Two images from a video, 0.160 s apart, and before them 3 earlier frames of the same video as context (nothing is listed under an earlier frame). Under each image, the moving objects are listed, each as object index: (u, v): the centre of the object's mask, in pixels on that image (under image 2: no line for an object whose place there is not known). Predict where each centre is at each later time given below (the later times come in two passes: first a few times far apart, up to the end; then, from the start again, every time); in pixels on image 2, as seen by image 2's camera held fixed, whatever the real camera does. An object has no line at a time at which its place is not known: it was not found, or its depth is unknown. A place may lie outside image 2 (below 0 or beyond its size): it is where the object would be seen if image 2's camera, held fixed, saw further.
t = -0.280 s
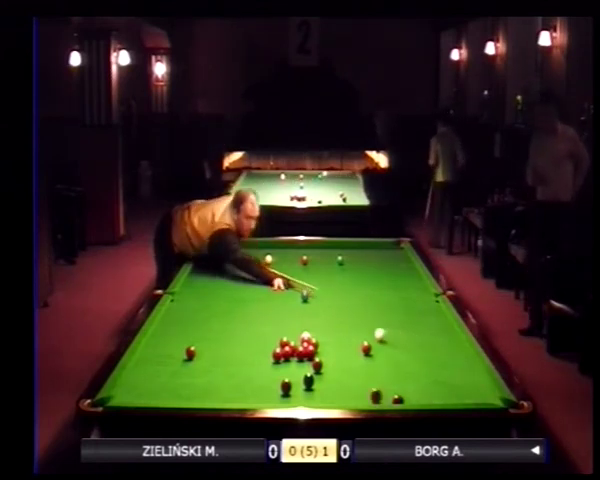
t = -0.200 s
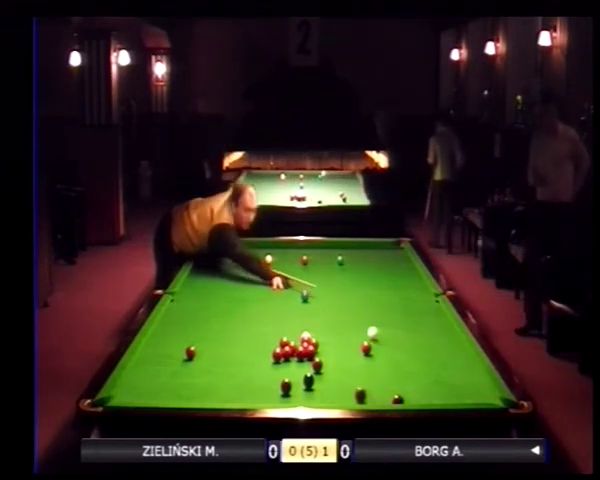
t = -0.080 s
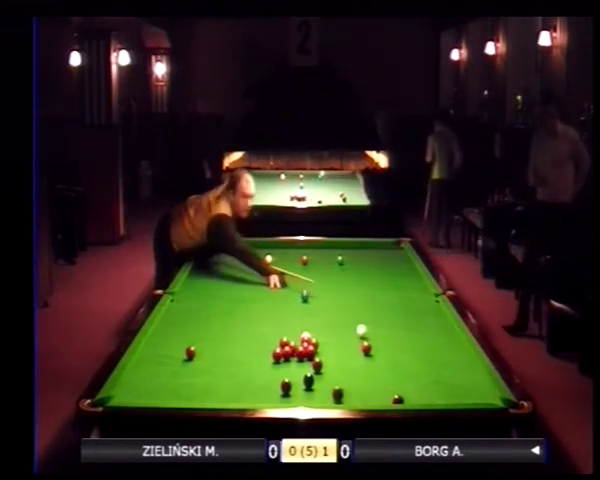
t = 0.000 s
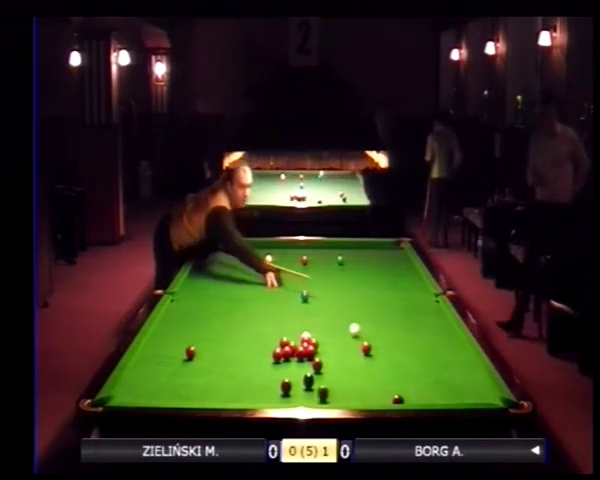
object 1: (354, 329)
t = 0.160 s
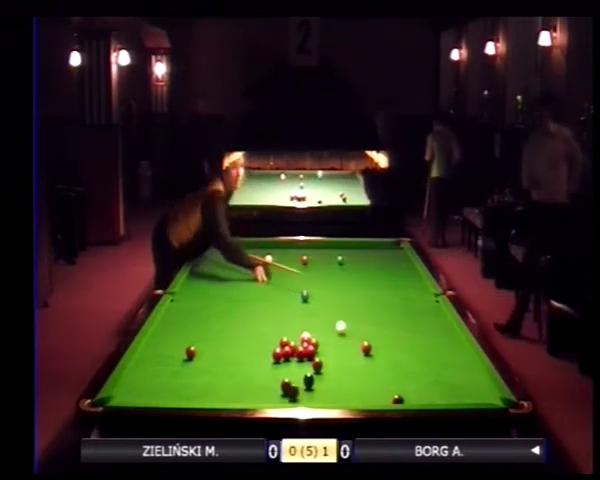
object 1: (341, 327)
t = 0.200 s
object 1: (338, 327)
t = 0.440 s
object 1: (319, 323)
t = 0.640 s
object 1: (303, 321)
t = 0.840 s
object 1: (289, 318)
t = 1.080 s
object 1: (273, 316)
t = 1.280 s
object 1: (260, 313)
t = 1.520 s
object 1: (246, 311)
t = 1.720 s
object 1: (235, 309)
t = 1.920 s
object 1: (225, 307)
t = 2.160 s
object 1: (213, 305)
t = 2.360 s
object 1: (204, 303)
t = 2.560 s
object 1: (195, 302)
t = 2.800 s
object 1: (186, 300)
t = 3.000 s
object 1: (178, 299)
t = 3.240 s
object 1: (178, 298)
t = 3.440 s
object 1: (181, 297)
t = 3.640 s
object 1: (185, 296)
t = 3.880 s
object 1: (188, 295)
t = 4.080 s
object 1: (190, 294)
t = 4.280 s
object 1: (192, 293)
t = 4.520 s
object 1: (194, 293)
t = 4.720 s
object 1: (195, 293)
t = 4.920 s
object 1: (195, 292)
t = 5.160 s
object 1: (196, 292)
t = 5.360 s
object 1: (196, 292)
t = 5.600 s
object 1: (196, 292)
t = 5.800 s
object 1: (195, 292)
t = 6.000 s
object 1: (195, 292)
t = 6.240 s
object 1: (195, 292)
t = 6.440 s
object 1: (195, 293)
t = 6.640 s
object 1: (195, 292)
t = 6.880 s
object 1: (195, 293)
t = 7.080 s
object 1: (195, 293)
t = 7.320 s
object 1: (195, 293)
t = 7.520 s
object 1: (195, 293)
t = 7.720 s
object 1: (195, 292)
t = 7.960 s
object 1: (195, 292)
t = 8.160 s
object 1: (195, 292)
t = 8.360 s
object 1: (195, 292)
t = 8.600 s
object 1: (195, 293)
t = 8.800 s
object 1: (195, 292)
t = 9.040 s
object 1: (195, 292)
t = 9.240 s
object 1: (195, 292)
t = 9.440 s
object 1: (195, 292)
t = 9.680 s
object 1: (195, 293)
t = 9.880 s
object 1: (195, 293)
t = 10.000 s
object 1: (195, 293)
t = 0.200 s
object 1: (338, 327)
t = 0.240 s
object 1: (334, 326)
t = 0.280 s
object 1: (331, 326)
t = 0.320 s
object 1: (328, 325)
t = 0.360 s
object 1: (324, 324)
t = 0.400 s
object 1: (321, 324)
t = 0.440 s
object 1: (319, 323)
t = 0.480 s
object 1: (315, 322)
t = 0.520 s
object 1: (312, 322)
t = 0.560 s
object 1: (309, 322)
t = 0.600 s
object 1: (306, 321)
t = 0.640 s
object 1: (303, 321)
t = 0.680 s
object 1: (300, 320)
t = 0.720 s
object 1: (297, 319)
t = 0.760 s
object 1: (294, 319)
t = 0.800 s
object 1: (292, 319)
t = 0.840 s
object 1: (289, 318)
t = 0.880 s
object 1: (286, 318)
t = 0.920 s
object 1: (284, 317)
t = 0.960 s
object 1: (281, 317)
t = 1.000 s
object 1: (278, 317)
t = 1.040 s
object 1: (276, 316)
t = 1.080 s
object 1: (273, 316)
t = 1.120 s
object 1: (270, 315)
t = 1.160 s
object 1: (268, 315)
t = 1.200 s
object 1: (265, 314)
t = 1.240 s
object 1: (262, 314)
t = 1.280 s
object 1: (260, 313)
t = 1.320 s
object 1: (258, 313)
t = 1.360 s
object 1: (256, 312)
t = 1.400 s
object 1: (253, 312)
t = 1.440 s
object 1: (251, 311)
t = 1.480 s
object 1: (248, 311)
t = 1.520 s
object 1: (246, 311)
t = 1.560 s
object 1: (244, 310)
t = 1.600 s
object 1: (241, 310)
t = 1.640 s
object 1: (239, 310)
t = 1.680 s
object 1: (237, 309)
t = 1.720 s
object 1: (235, 309)
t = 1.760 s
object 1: (233, 308)
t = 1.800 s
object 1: (231, 308)
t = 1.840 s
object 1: (229, 308)
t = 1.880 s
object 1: (226, 308)
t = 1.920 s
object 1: (225, 307)
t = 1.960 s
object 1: (222, 307)
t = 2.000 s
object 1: (220, 306)
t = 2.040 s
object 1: (218, 306)
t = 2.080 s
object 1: (216, 306)
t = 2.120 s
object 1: (215, 305)
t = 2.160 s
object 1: (213, 305)
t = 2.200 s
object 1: (211, 304)
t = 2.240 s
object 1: (209, 304)
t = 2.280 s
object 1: (207, 304)
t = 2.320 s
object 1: (205, 303)
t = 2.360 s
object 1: (204, 303)
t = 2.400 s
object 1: (202, 303)
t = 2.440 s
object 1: (200, 303)
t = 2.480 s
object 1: (198, 302)
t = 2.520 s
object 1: (197, 302)
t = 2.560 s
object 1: (195, 302)
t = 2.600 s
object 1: (193, 302)
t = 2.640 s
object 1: (192, 301)
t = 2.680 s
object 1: (190, 301)
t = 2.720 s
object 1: (189, 301)
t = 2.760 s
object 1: (187, 300)
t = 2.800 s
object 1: (186, 300)
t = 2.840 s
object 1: (184, 300)
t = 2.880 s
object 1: (183, 300)
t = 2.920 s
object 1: (181, 299)
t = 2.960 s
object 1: (179, 299)
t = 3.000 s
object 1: (178, 299)
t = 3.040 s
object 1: (176, 299)
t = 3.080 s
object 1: (176, 298)
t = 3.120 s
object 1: (176, 298)
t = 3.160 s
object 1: (177, 298)
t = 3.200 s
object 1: (177, 298)
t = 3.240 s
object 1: (178, 298)
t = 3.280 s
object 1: (179, 297)
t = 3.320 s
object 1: (180, 297)
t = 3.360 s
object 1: (180, 297)
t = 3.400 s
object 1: (181, 297)
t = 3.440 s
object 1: (181, 297)
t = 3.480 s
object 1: (182, 297)
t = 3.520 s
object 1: (182, 297)
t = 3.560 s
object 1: (183, 296)
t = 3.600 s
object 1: (184, 296)
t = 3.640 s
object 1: (185, 296)
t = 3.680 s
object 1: (185, 296)
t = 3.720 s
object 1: (186, 296)
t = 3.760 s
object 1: (186, 295)
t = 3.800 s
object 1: (187, 295)
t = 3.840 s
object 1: (187, 295)
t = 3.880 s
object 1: (188, 295)
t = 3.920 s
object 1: (189, 295)
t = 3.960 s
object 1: (189, 295)
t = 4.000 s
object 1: (189, 294)
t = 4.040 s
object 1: (190, 294)
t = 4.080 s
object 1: (190, 294)
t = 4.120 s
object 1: (190, 294)
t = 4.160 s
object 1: (191, 294)
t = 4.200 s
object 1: (191, 294)
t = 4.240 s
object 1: (192, 293)
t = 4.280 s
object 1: (192, 293)
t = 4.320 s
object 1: (192, 293)
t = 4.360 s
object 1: (193, 293)
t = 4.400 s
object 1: (193, 293)
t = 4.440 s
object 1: (193, 293)
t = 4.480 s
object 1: (193, 293)
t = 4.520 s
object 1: (194, 293)
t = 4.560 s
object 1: (194, 293)
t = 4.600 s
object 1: (194, 293)
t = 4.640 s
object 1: (195, 293)
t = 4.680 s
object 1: (195, 293)
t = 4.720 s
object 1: (195, 293)
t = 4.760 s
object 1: (195, 293)
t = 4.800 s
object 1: (195, 293)
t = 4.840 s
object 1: (195, 293)
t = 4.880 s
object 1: (195, 292)
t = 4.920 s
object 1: (195, 292)
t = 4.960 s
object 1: (196, 292)
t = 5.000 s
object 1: (196, 292)
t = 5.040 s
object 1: (196, 292)
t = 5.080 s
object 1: (196, 292)
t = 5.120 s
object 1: (196, 292)
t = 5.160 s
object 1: (196, 292)
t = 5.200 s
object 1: (196, 292)
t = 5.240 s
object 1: (196, 292)
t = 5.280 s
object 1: (196, 292)
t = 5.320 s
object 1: (196, 292)
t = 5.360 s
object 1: (196, 292)
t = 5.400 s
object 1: (196, 292)
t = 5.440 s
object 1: (196, 292)
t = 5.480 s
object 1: (196, 292)
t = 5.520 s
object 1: (196, 292)
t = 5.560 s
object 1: (196, 292)
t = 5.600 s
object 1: (196, 292)
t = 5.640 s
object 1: (196, 292)
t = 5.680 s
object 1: (195, 292)
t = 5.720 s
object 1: (195, 292)
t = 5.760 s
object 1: (195, 292)
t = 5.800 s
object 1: (195, 292)
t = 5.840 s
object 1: (195, 292)
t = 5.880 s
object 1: (195, 292)
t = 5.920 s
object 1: (195, 292)
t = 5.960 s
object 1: (195, 292)
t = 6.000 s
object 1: (195, 292)
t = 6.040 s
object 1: (195, 292)
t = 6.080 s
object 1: (195, 292)
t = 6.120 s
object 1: (195, 292)
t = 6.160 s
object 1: (195, 292)
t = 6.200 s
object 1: (195, 293)
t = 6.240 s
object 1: (195, 292)
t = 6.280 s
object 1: (195, 292)
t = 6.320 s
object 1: (195, 292)
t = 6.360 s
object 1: (195, 293)
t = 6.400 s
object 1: (195, 293)
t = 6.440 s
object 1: (195, 293)
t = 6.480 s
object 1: (195, 292)
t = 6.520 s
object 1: (195, 293)
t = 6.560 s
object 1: (195, 293)
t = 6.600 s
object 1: (195, 293)
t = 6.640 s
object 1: (195, 292)
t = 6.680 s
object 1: (195, 293)
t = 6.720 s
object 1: (195, 293)
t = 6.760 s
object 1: (195, 293)
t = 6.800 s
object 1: (195, 293)
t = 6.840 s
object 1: (195, 292)
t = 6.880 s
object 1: (195, 293)
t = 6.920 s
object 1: (195, 293)
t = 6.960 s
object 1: (195, 293)
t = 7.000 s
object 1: (195, 293)
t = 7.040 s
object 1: (195, 293)
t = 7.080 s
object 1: (195, 293)
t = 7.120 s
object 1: (195, 293)
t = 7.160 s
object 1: (195, 293)
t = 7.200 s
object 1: (195, 293)
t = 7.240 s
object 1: (195, 293)
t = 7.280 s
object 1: (195, 293)
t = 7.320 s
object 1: (195, 293)
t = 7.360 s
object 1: (195, 292)
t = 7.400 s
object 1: (195, 292)
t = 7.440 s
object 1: (195, 293)
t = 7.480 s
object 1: (195, 292)
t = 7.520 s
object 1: (195, 293)
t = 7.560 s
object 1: (195, 292)
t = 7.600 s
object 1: (195, 292)
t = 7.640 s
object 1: (195, 292)
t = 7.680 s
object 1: (195, 292)
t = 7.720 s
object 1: (195, 292)
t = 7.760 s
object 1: (195, 292)
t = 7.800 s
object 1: (195, 292)
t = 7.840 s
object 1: (195, 293)
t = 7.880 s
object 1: (195, 292)
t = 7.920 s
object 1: (195, 292)
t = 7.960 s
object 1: (195, 292)
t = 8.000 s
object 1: (195, 292)
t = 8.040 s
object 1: (195, 292)
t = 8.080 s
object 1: (196, 292)
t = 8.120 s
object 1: (195, 292)
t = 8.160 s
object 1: (195, 292)
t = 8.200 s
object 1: (195, 292)
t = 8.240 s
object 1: (195, 292)
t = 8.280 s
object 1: (195, 292)
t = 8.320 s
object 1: (195, 292)
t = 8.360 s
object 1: (195, 292)
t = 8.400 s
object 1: (195, 292)
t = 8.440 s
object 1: (195, 292)
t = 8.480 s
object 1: (195, 292)
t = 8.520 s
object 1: (195, 292)
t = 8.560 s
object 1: (195, 292)
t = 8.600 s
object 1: (195, 293)
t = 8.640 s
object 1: (195, 292)
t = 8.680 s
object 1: (195, 292)
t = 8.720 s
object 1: (195, 292)
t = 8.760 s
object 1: (196, 292)
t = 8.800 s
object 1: (195, 292)
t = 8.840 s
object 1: (195, 292)
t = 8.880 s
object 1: (195, 292)
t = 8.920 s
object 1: (195, 292)
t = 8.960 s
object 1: (195, 292)
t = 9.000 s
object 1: (195, 293)
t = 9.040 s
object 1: (195, 292)
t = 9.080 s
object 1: (195, 293)
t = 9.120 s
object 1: (195, 293)
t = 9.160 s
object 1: (195, 292)
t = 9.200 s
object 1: (195, 292)
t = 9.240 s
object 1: (195, 292)
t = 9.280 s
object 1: (195, 293)
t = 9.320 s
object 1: (195, 292)
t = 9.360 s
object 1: (195, 293)
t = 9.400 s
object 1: (195, 293)
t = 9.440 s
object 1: (195, 292)
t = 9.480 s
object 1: (195, 292)
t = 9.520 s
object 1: (195, 293)
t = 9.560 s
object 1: (195, 292)
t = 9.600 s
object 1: (195, 293)
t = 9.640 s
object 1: (195, 292)
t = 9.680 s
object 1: (195, 293)
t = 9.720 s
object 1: (195, 293)
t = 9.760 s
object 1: (195, 293)
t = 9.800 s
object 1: (195, 293)
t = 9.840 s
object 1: (195, 293)
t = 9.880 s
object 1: (195, 293)
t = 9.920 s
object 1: (195, 293)
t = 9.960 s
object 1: (195, 293)
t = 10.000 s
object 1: (195, 293)
